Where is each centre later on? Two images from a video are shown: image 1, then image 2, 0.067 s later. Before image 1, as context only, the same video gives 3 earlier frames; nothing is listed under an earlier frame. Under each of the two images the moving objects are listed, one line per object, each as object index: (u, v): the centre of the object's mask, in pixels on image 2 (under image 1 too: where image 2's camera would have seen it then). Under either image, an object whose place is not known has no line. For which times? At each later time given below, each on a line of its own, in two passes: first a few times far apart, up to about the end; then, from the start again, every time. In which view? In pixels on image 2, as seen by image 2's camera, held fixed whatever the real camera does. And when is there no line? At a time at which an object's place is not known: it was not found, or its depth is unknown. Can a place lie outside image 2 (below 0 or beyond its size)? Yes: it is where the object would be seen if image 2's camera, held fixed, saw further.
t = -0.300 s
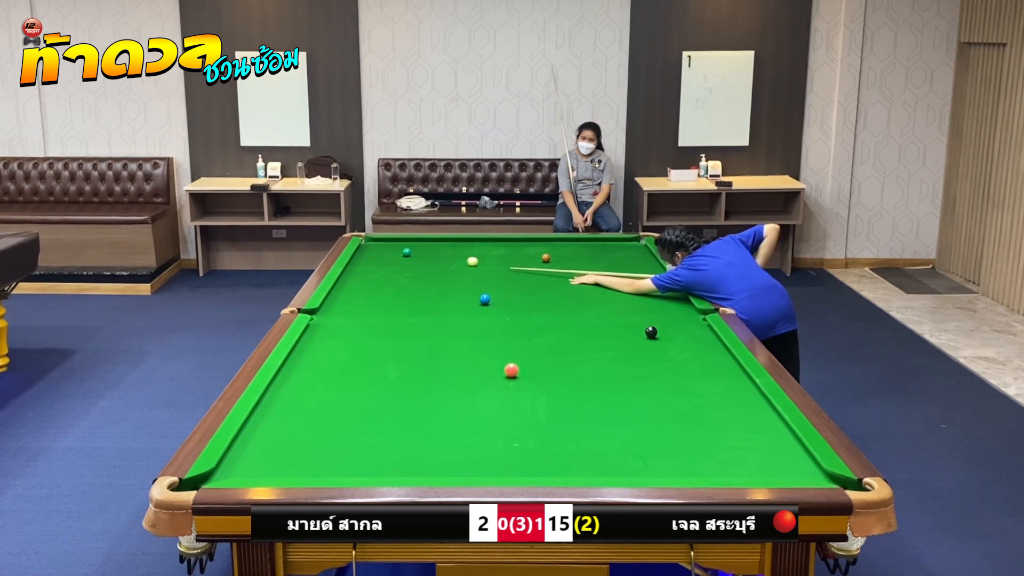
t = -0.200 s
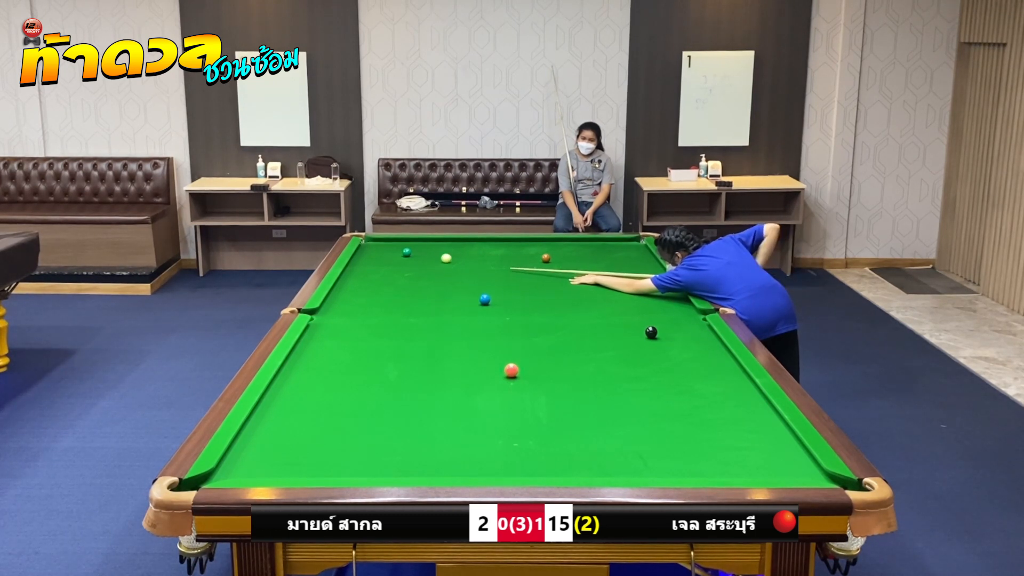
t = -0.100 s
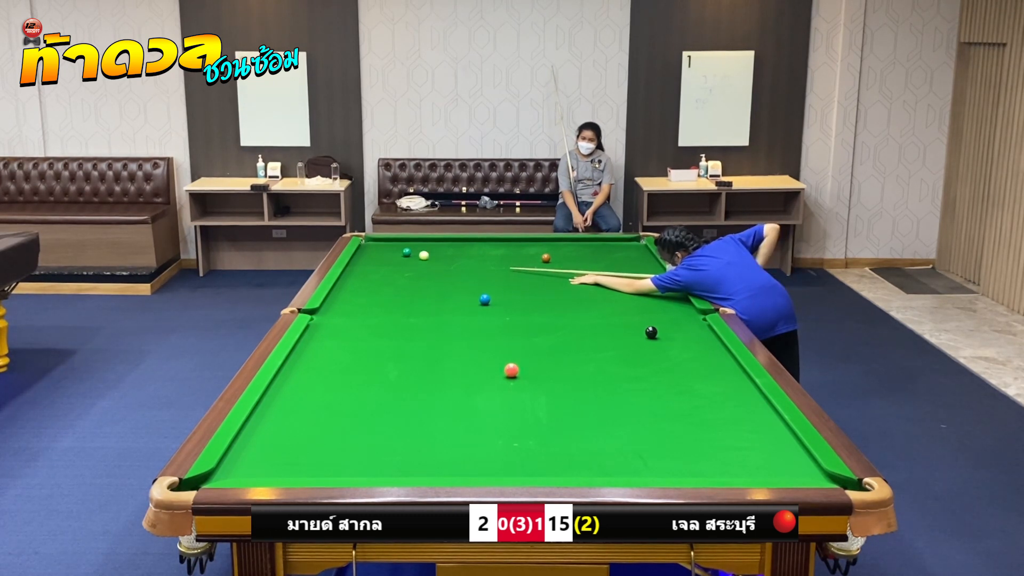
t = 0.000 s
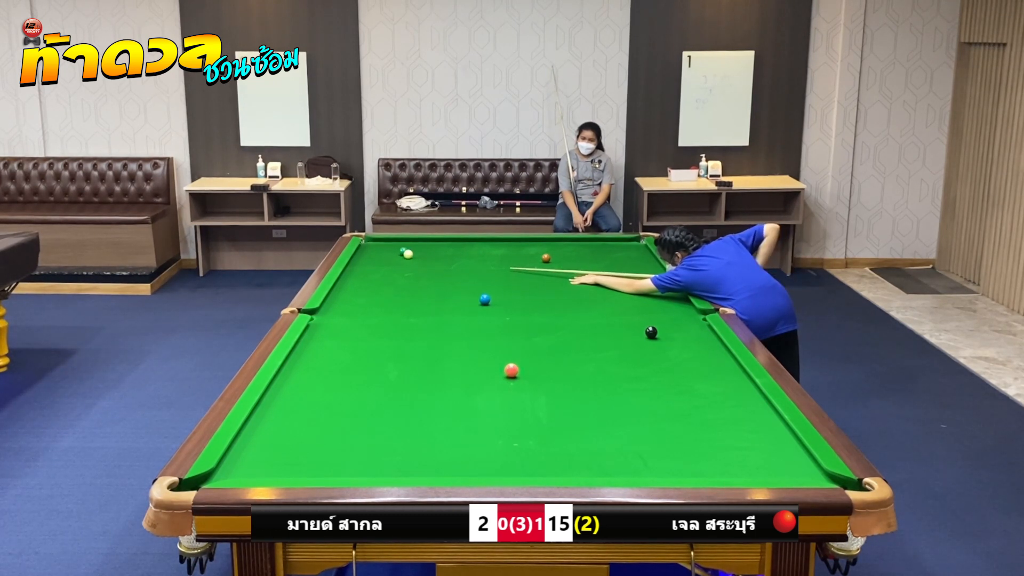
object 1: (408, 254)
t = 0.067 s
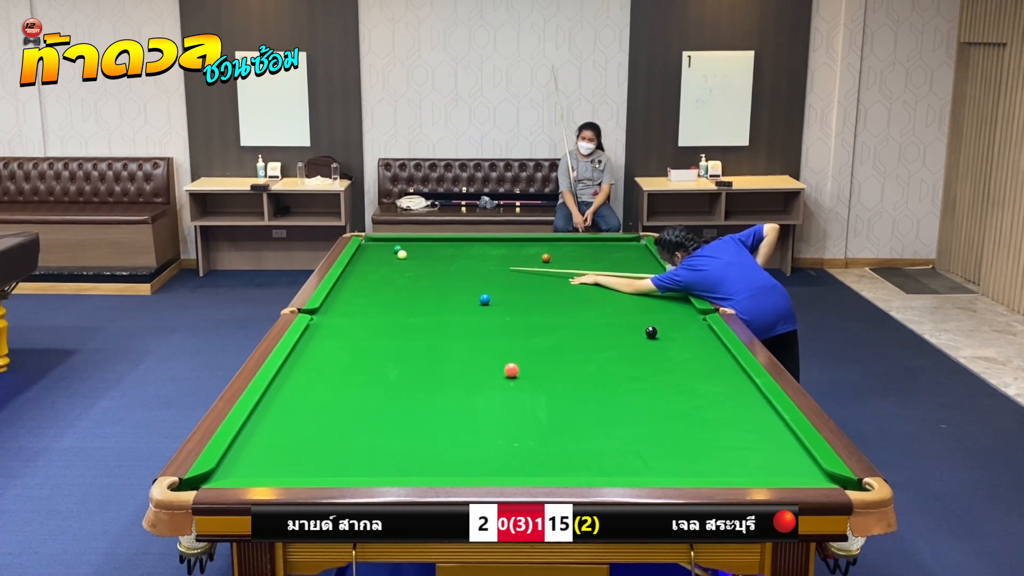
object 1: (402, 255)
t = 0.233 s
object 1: (386, 255)
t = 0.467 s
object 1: (364, 256)
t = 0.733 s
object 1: (365, 257)
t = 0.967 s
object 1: (377, 258)
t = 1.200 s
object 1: (388, 259)
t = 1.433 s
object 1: (398, 259)
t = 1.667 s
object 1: (408, 260)
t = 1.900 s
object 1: (418, 261)
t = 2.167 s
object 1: (428, 262)
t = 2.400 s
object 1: (436, 263)
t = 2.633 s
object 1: (444, 263)
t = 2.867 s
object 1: (450, 264)
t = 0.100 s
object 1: (399, 255)
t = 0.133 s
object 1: (395, 255)
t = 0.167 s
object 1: (392, 255)
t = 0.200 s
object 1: (389, 255)
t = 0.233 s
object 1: (386, 255)
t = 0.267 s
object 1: (382, 255)
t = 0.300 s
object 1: (379, 255)
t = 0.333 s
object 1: (376, 256)
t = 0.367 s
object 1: (373, 256)
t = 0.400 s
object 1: (370, 256)
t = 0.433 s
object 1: (367, 256)
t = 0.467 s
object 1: (364, 256)
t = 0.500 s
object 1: (361, 256)
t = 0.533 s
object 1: (358, 256)
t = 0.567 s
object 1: (356, 256)
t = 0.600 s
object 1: (358, 257)
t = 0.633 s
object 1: (360, 257)
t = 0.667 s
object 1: (362, 257)
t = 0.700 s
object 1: (363, 257)
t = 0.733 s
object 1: (365, 257)
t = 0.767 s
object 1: (367, 257)
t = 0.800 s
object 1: (368, 257)
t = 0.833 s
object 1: (370, 257)
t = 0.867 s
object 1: (372, 257)
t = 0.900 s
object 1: (373, 258)
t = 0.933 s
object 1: (375, 258)
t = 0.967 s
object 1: (377, 258)
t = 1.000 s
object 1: (378, 258)
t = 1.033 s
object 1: (380, 258)
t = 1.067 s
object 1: (381, 258)
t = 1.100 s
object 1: (383, 258)
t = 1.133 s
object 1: (385, 259)
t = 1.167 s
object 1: (386, 259)
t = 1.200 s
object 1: (388, 259)
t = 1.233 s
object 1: (389, 259)
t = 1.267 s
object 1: (391, 259)
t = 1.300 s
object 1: (392, 259)
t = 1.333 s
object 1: (394, 259)
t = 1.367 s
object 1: (395, 259)
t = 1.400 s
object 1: (397, 260)
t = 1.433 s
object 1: (398, 259)
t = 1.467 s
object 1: (400, 260)
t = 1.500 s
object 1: (401, 260)
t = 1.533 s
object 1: (403, 260)
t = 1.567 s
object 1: (404, 260)
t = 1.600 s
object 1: (406, 260)
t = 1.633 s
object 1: (407, 260)
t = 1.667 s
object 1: (408, 260)
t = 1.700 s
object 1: (410, 261)
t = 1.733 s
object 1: (411, 261)
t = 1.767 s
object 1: (413, 261)
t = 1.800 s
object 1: (414, 261)
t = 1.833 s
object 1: (415, 261)
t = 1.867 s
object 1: (417, 261)
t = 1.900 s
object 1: (418, 261)
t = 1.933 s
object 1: (419, 261)
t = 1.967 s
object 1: (420, 261)
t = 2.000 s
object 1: (422, 261)
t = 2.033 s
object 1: (423, 262)
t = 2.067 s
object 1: (424, 262)
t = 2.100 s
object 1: (426, 262)
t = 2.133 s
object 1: (427, 262)
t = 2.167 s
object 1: (428, 262)
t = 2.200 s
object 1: (429, 262)
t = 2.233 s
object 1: (430, 262)
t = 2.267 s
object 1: (431, 262)
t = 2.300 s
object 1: (433, 262)
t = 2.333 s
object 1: (434, 262)
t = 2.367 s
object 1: (435, 262)
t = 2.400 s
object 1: (436, 263)
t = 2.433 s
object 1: (437, 263)
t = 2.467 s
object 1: (438, 263)
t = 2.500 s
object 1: (439, 263)
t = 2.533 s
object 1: (440, 263)
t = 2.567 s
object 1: (441, 263)
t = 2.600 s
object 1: (442, 263)
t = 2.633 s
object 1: (444, 263)
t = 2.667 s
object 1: (445, 263)
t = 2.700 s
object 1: (445, 263)
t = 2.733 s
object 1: (446, 263)
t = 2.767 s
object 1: (447, 264)
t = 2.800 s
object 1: (448, 264)
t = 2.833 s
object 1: (449, 264)
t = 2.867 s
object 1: (450, 264)
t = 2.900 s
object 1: (451, 264)
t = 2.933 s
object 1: (452, 264)
